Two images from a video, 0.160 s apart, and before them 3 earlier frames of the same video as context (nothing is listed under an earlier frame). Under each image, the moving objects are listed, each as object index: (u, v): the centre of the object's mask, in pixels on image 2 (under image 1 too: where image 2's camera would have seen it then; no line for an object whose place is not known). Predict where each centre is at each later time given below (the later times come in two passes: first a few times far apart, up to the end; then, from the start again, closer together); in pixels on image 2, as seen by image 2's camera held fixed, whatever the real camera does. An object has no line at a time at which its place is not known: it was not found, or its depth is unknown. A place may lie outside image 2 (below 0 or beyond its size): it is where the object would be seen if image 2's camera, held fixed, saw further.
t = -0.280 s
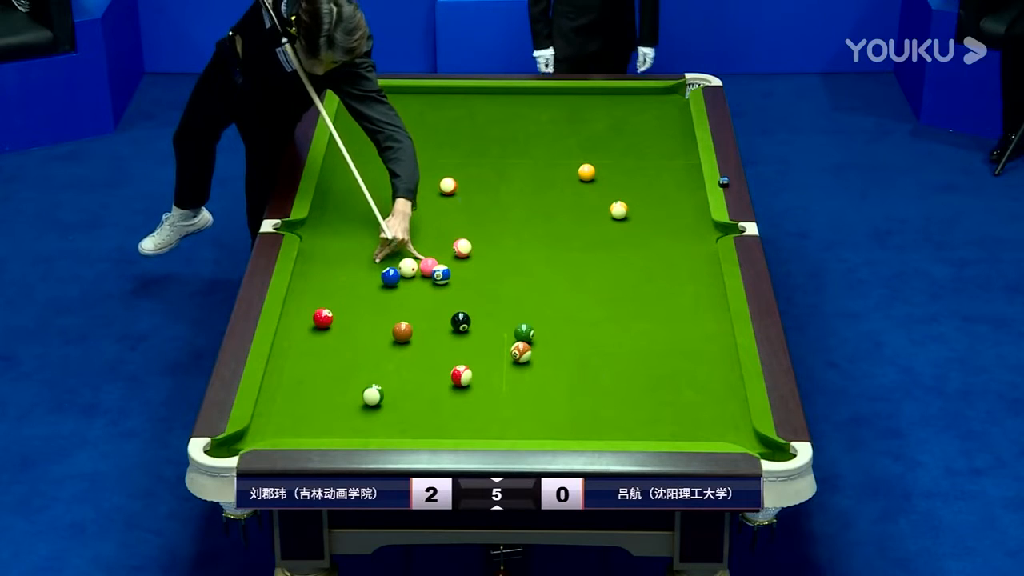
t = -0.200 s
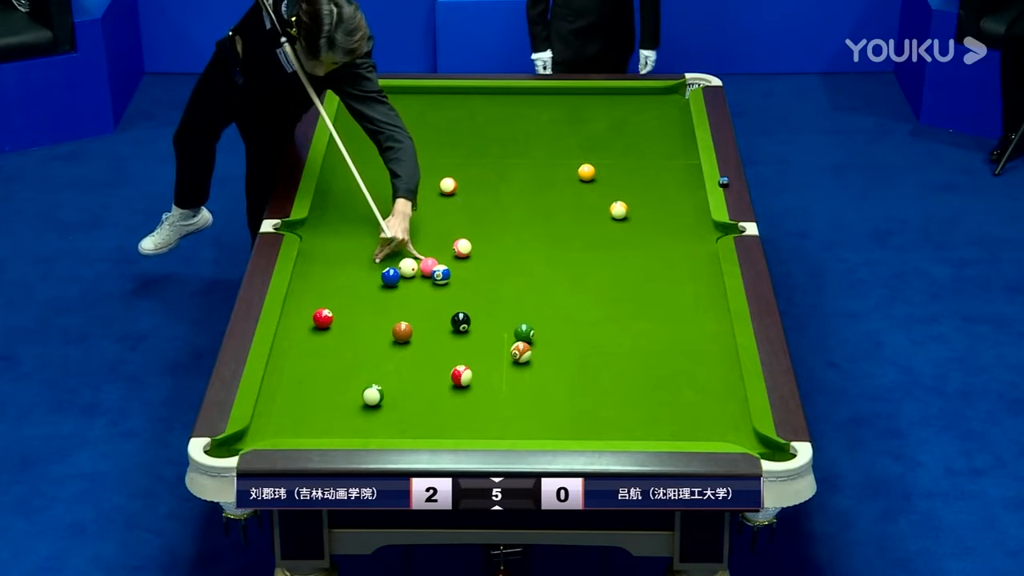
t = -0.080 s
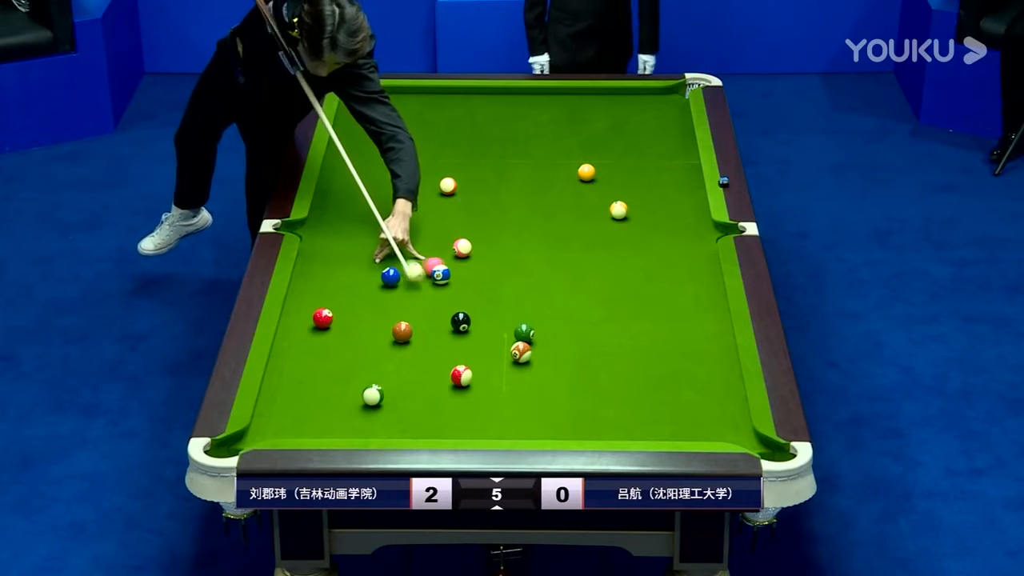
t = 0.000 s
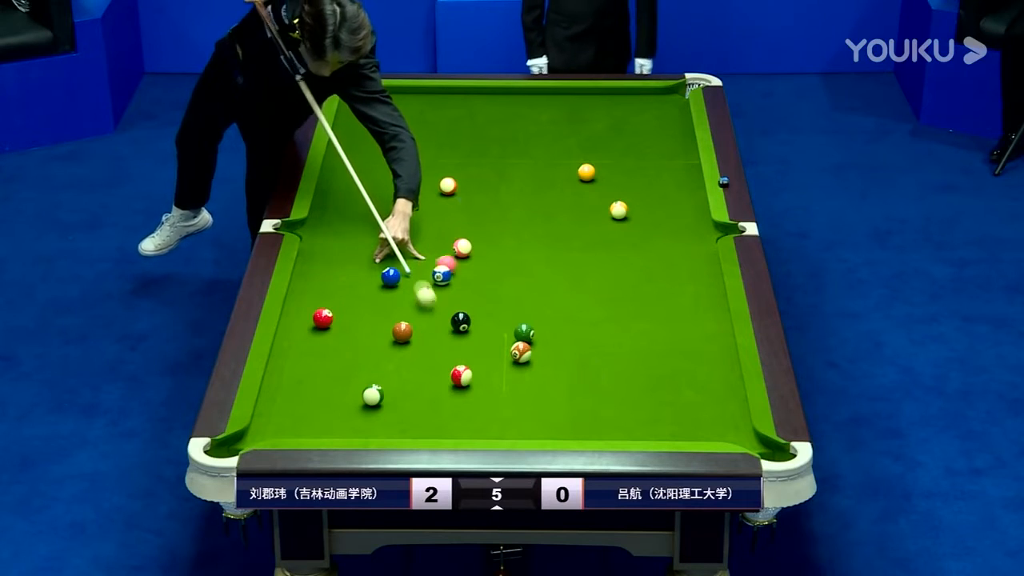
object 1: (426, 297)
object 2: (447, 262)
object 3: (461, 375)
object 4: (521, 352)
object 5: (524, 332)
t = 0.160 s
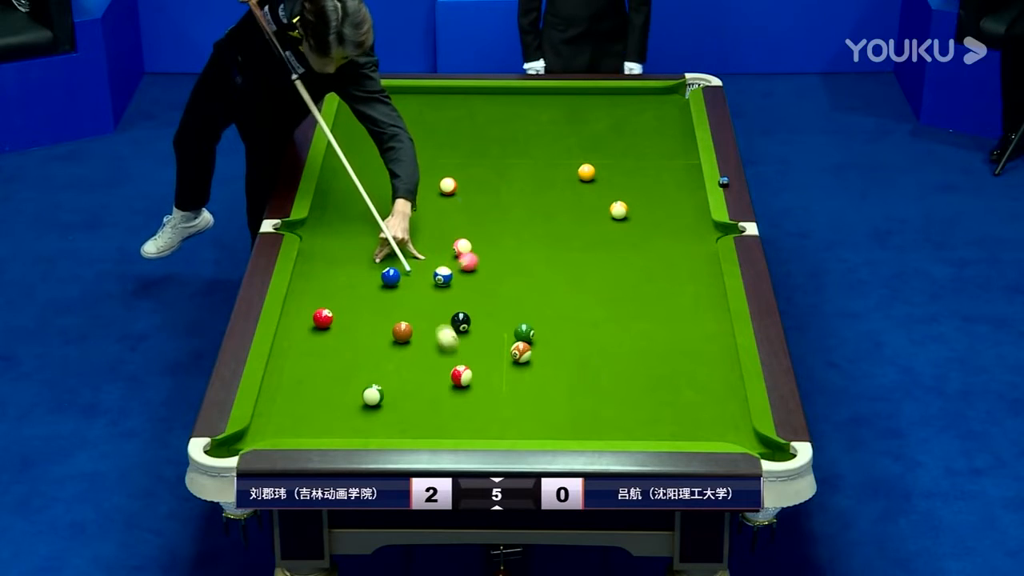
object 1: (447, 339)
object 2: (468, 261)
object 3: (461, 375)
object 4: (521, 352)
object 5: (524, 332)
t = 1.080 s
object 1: (468, 370)
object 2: (577, 245)
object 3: (501, 390)
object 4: (521, 352)
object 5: (524, 332)
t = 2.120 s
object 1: (468, 370)
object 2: (671, 231)
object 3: (516, 351)
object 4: (542, 337)
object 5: (521, 320)
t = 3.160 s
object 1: (468, 370)
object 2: (702, 231)
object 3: (516, 348)
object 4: (553, 332)
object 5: (519, 306)
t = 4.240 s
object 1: (469, 370)
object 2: (696, 236)
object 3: (516, 348)
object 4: (553, 332)
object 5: (518, 304)
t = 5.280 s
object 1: (468, 370)
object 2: (697, 236)
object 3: (516, 348)
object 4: (553, 332)
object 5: (518, 305)
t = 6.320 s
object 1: (468, 370)
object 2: (696, 236)
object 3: (516, 348)
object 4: (553, 332)
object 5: (518, 305)
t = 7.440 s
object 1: (469, 370)
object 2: (696, 236)
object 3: (516, 348)
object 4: (553, 332)
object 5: (518, 304)
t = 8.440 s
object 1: (469, 370)
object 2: (697, 236)
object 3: (516, 348)
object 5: (518, 305)
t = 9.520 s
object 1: (468, 370)
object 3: (516, 348)
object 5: (518, 304)
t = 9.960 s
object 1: (468, 370)
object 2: (697, 236)
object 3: (516, 348)
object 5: (518, 304)
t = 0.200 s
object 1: (452, 348)
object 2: (473, 261)
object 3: (461, 375)
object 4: (521, 352)
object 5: (524, 332)
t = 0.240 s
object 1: (456, 357)
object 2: (479, 260)
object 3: (461, 375)
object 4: (521, 352)
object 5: (524, 332)
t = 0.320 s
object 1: (460, 365)
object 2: (489, 258)
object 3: (464, 386)
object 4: (521, 352)
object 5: (524, 332)
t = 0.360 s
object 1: (461, 366)
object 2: (494, 257)
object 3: (466, 394)
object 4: (521, 352)
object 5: (524, 332)
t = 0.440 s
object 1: (462, 367)
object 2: (504, 256)
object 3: (469, 407)
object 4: (521, 352)
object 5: (524, 332)
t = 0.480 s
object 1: (463, 367)
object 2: (509, 255)
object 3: (471, 414)
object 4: (521, 352)
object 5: (524, 332)
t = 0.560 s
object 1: (464, 368)
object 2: (519, 254)
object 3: (475, 426)
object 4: (521, 352)
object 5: (524, 332)
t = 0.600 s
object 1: (464, 368)
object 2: (524, 253)
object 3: (476, 431)
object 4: (521, 352)
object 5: (524, 332)
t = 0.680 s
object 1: (465, 369)
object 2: (533, 251)
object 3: (481, 429)
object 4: (521, 352)
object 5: (524, 332)
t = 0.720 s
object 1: (466, 369)
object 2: (538, 251)
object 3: (483, 426)
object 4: (521, 352)
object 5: (524, 332)
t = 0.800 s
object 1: (467, 370)
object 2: (547, 249)
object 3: (487, 417)
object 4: (521, 352)
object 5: (524, 332)
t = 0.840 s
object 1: (467, 370)
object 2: (551, 249)
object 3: (489, 414)
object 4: (521, 352)
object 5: (524, 332)
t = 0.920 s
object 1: (468, 370)
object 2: (560, 247)
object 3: (493, 405)
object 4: (521, 352)
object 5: (524, 332)
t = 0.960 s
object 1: (468, 370)
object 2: (565, 247)
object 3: (495, 401)
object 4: (521, 352)
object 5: (524, 332)
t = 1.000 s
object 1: (468, 370)
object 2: (569, 246)
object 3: (497, 398)
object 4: (521, 352)
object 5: (524, 332)
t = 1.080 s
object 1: (468, 370)
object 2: (577, 245)
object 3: (501, 390)
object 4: (521, 352)
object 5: (524, 332)
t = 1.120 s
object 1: (469, 370)
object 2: (581, 244)
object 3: (503, 386)
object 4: (521, 352)
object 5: (524, 332)
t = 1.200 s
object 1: (469, 370)
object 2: (590, 243)
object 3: (506, 379)
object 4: (521, 352)
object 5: (524, 332)
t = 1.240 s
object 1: (469, 370)
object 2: (594, 242)
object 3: (508, 375)
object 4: (521, 352)
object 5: (524, 332)
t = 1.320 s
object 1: (469, 370)
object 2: (602, 241)
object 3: (512, 369)
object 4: (521, 351)
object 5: (524, 332)
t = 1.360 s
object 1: (468, 370)
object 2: (605, 241)
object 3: (513, 365)
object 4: (522, 350)
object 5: (524, 332)
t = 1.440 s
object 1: (468, 370)
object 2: (613, 239)
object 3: (515, 361)
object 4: (523, 348)
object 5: (524, 332)
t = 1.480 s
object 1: (468, 370)
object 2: (617, 239)
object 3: (515, 360)
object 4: (524, 346)
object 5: (524, 331)
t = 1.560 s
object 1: (469, 370)
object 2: (624, 238)
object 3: (515, 359)
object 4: (526, 343)
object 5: (523, 329)
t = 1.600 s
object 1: (469, 370)
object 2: (628, 237)
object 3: (515, 358)
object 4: (527, 342)
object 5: (523, 329)
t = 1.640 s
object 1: (469, 370)
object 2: (632, 237)
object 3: (515, 357)
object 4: (529, 341)
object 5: (522, 328)
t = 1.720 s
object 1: (469, 370)
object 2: (638, 236)
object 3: (516, 356)
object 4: (531, 341)
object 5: (522, 327)
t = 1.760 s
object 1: (468, 370)
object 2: (642, 235)
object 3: (516, 355)
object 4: (533, 340)
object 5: (522, 327)
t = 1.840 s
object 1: (469, 370)
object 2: (649, 234)
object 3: (516, 354)
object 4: (535, 339)
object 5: (522, 326)
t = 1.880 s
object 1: (468, 370)
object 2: (652, 234)
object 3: (516, 354)
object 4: (536, 339)
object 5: (522, 325)
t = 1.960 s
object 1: (469, 370)
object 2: (658, 233)
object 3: (516, 353)
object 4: (538, 338)
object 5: (522, 324)
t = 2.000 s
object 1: (469, 370)
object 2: (661, 232)
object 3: (516, 352)
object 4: (539, 338)
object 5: (522, 322)
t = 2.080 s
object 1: (468, 370)
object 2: (668, 231)
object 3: (516, 352)
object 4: (541, 337)
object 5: (522, 321)
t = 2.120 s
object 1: (468, 370)
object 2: (671, 231)
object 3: (516, 351)
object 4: (542, 337)
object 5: (521, 320)
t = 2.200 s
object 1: (469, 370)
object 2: (677, 230)
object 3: (516, 350)
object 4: (544, 336)
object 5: (521, 318)
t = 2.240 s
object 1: (468, 370)
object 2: (680, 229)
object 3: (516, 350)
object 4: (545, 336)
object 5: (521, 317)
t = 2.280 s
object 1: (468, 370)
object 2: (683, 229)
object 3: (516, 350)
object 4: (546, 335)
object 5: (521, 316)
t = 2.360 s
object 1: (468, 370)
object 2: (688, 228)
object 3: (516, 349)
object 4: (547, 335)
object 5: (520, 315)
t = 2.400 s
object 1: (468, 370)
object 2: (691, 228)
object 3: (516, 349)
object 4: (548, 335)
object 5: (520, 314)
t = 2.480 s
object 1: (468, 370)
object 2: (696, 227)
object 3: (516, 348)
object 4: (549, 334)
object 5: (520, 313)
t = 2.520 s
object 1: (468, 370)
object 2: (699, 227)
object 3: (516, 348)
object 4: (549, 334)
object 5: (520, 312)
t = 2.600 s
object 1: (468, 370)
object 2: (704, 226)
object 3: (516, 348)
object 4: (550, 334)
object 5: (519, 311)
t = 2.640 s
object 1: (469, 370)
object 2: (707, 226)
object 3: (516, 347)
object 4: (551, 334)
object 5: (519, 311)
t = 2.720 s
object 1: (468, 370)
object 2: (709, 226)
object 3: (516, 347)
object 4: (552, 333)
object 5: (519, 309)
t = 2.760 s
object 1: (468, 370)
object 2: (709, 226)
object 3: (516, 347)
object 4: (552, 333)
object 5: (519, 309)
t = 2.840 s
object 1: (469, 370)
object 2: (707, 227)
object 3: (516, 347)
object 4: (552, 333)
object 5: (519, 308)
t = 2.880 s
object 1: (468, 370)
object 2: (706, 227)
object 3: (516, 347)
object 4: (553, 333)
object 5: (519, 308)
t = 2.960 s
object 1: (468, 370)
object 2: (705, 228)
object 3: (516, 348)
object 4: (553, 333)
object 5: (519, 307)
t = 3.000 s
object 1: (468, 370)
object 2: (705, 229)
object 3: (516, 347)
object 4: (553, 333)
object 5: (519, 307)
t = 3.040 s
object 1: (469, 370)
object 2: (704, 229)
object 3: (516, 348)
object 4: (553, 333)
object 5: (519, 307)
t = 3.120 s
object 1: (468, 370)
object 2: (703, 230)
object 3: (516, 348)
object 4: (553, 332)
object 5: (519, 306)
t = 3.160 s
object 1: (468, 370)
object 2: (702, 231)
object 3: (516, 348)
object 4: (553, 332)
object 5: (519, 306)
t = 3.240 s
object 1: (469, 370)
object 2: (701, 231)
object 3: (516, 348)
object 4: (553, 332)
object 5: (518, 305)
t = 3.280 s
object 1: (468, 370)
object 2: (701, 232)
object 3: (516, 348)
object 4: (553, 332)
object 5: (518, 305)
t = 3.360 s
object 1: (468, 370)
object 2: (700, 232)
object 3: (516, 348)
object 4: (553, 332)
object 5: (518, 305)
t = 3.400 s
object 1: (469, 370)
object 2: (699, 233)
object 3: (516, 348)
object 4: (553, 332)
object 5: (518, 304)
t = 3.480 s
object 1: (469, 370)
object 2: (699, 233)
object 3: (516, 348)
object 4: (553, 332)
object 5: (518, 304)
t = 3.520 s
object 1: (469, 370)
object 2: (699, 234)
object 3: (516, 348)
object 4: (553, 332)
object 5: (518, 304)
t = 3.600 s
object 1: (469, 370)
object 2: (698, 234)
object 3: (516, 348)
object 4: (553, 332)
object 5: (518, 304)
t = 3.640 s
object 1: (469, 370)
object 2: (698, 234)
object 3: (516, 348)
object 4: (553, 332)
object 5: (518, 304)
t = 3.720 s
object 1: (469, 370)
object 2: (698, 235)
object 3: (516, 348)
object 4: (553, 332)
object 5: (518, 304)
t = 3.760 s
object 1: (469, 370)
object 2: (697, 235)
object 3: (516, 348)
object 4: (553, 332)
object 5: (518, 304)
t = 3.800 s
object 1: (469, 370)
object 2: (697, 235)
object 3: (516, 348)
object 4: (553, 332)
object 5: (518, 304)
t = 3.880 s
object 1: (469, 370)
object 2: (697, 235)
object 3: (516, 348)
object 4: (553, 332)
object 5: (518, 304)
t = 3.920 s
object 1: (469, 370)
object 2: (697, 236)
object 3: (516, 348)
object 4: (553, 332)
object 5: (518, 304)
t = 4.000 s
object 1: (469, 370)
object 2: (697, 236)
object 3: (516, 348)
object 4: (553, 332)
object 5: (518, 304)
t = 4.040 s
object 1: (469, 370)
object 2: (697, 236)
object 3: (516, 348)
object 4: (553, 332)
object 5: (518, 304)
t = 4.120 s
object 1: (469, 370)
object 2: (697, 236)
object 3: (516, 348)
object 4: (553, 332)
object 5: (518, 304)
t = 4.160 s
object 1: (468, 370)
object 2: (697, 236)
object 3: (516, 348)
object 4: (553, 332)
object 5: (518, 304)
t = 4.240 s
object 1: (469, 370)
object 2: (696, 236)
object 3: (516, 348)
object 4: (553, 332)
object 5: (518, 304)
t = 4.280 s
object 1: (468, 370)
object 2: (696, 236)
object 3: (516, 348)
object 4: (553, 332)
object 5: (518, 304)
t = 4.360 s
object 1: (468, 370)
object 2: (696, 236)
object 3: (516, 348)
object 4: (553, 332)
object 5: (518, 304)
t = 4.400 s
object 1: (468, 370)
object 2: (696, 236)
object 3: (516, 348)
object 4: (553, 332)
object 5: (518, 304)
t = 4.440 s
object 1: (468, 370)
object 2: (696, 236)
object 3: (516, 348)
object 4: (553, 332)
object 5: (518, 304)
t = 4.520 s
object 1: (468, 370)
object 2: (696, 236)
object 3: (516, 348)
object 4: (553, 332)
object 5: (518, 304)
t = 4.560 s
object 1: (468, 370)
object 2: (696, 236)
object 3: (516, 348)
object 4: (553, 332)
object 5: (518, 304)
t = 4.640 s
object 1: (468, 370)
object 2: (696, 236)
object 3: (516, 348)
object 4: (553, 332)
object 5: (518, 305)
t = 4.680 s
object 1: (468, 370)
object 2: (696, 236)
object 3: (516, 348)
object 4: (553, 332)
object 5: (518, 305)
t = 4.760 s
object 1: (468, 370)
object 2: (697, 236)
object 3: (516, 348)
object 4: (553, 332)
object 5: (518, 305)
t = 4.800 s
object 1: (468, 370)
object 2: (696, 236)
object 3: (516, 348)
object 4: (553, 332)
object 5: (518, 305)
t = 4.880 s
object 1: (468, 370)
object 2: (696, 236)
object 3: (516, 348)
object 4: (553, 332)
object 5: (518, 305)
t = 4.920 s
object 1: (468, 370)
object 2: (696, 236)
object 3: (516, 347)
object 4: (553, 332)
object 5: (518, 305)
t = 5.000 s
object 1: (468, 370)
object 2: (696, 236)
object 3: (516, 347)
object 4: (553, 332)
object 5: (518, 305)
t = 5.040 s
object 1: (468, 370)
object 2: (696, 236)
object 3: (516, 348)
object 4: (553, 332)
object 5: (518, 305)
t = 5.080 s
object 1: (468, 370)
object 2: (696, 236)
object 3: (516, 347)
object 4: (553, 332)
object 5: (518, 305)
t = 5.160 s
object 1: (468, 370)
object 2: (696, 236)
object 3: (516, 348)
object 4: (553, 332)
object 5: (518, 305)
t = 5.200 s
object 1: (468, 370)
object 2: (696, 236)
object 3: (516, 348)
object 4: (553, 332)
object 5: (518, 305)
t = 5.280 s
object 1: (468, 370)
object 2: (697, 236)
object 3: (516, 348)
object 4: (553, 332)
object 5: (518, 305)
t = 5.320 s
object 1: (468, 370)
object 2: (696, 236)
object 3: (516, 348)
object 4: (553, 332)
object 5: (518, 305)
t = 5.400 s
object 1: (468, 370)
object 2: (696, 236)
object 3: (516, 347)
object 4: (553, 332)
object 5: (518, 304)
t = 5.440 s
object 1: (468, 370)
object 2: (696, 236)
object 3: (516, 348)
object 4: (553, 332)
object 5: (518, 304)
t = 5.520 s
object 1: (468, 370)
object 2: (696, 236)
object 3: (516, 348)
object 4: (553, 332)
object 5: (518, 305)
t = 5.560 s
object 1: (468, 370)
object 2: (696, 236)
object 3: (516, 348)
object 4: (553, 332)
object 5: (518, 305)
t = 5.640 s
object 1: (468, 370)
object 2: (696, 236)
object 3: (516, 348)
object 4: (553, 332)
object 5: (518, 304)
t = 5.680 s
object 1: (468, 370)
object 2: (696, 236)
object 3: (516, 347)
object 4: (553, 332)
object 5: (518, 304)
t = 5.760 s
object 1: (468, 370)
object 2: (696, 236)
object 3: (516, 348)
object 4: (553, 332)
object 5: (518, 304)
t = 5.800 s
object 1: (468, 370)
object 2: (696, 236)
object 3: (516, 348)
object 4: (553, 332)
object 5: (518, 304)
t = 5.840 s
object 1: (468, 370)
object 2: (696, 236)
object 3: (516, 348)
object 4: (553, 332)
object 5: (518, 304)
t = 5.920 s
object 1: (468, 370)
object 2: (696, 236)
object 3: (516, 348)
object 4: (553, 332)
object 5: (518, 304)
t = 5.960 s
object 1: (468, 370)
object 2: (696, 236)
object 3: (516, 348)
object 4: (553, 332)
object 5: (518, 304)
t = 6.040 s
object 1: (468, 370)
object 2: (696, 236)
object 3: (516, 348)
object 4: (553, 332)
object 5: (518, 304)
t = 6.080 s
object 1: (468, 370)
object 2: (696, 236)
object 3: (516, 348)
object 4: (553, 332)
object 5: (518, 304)
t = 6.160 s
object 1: (468, 370)
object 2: (696, 236)
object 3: (516, 348)
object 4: (553, 332)
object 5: (518, 304)
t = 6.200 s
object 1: (468, 370)
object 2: (696, 236)
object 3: (516, 348)
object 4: (553, 332)
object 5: (518, 305)
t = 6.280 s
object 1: (468, 370)
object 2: (696, 236)
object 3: (516, 348)
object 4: (553, 332)
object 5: (518, 305)
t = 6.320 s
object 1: (468, 370)
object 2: (696, 236)
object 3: (516, 348)
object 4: (553, 332)
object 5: (518, 305)
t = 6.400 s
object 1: (468, 370)
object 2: (696, 236)
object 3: (516, 348)
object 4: (553, 332)
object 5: (518, 305)
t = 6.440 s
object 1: (469, 370)
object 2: (696, 236)
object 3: (516, 348)
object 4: (553, 332)
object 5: (518, 305)
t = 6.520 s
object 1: (468, 370)
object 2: (696, 236)
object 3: (516, 348)
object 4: (553, 332)
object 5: (518, 305)
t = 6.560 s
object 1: (469, 370)
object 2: (696, 236)
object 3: (516, 348)
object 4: (553, 332)
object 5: (518, 305)
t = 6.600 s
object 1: (468, 370)
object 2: (696, 236)
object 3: (516, 348)
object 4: (553, 332)
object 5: (518, 305)
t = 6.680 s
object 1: (468, 370)
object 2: (696, 236)
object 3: (516, 348)
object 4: (553, 332)
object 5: (518, 305)
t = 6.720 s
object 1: (468, 370)
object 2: (696, 236)
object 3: (516, 348)
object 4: (553, 332)
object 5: (518, 305)
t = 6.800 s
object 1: (468, 370)
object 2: (696, 236)
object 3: (516, 348)
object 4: (553, 332)
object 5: (518, 305)
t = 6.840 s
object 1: (468, 370)
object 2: (696, 236)
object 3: (516, 348)
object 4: (553, 332)
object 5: (518, 305)
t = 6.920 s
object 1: (468, 370)
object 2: (696, 236)
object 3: (516, 348)
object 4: (553, 332)
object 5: (518, 305)
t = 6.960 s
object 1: (468, 370)
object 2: (696, 236)
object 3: (516, 348)
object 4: (553, 332)
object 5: (518, 305)
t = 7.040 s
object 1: (468, 370)
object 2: (696, 236)
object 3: (516, 348)
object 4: (553, 332)
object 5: (518, 305)
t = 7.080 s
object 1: (469, 370)
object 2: (697, 236)
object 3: (516, 348)
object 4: (553, 332)
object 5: (518, 305)
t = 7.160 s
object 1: (468, 370)
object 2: (697, 236)
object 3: (516, 348)
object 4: (553, 332)
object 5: (518, 305)
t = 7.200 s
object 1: (468, 370)
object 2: (697, 236)
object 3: (516, 348)
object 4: (553, 332)
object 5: (518, 305)
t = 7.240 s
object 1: (468, 370)
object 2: (697, 236)
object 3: (516, 348)
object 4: (553, 332)
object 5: (518, 305)
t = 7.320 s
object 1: (468, 370)
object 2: (697, 236)
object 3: (516, 348)
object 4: (553, 332)
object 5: (518, 304)
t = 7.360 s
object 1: (468, 370)
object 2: (697, 236)
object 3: (516, 348)
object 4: (553, 332)
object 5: (518, 305)
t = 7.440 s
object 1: (469, 370)
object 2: (696, 236)
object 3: (516, 348)
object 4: (553, 332)
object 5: (518, 304)
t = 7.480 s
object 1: (469, 370)
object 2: (697, 236)
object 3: (516, 348)
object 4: (553, 332)
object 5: (518, 305)
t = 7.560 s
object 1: (468, 370)
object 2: (697, 236)
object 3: (516, 348)
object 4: (553, 332)
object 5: (518, 304)
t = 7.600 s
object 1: (468, 370)
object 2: (697, 236)
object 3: (516, 348)
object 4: (553, 332)
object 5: (518, 305)
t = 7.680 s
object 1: (469, 370)
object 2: (697, 236)
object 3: (516, 348)
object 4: (553, 332)
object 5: (518, 305)
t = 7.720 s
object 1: (469, 370)
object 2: (697, 236)
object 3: (516, 348)
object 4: (553, 332)
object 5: (518, 304)
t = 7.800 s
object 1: (469, 370)
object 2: (697, 236)
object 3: (516, 348)
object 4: (553, 332)
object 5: (518, 304)
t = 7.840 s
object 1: (469, 370)
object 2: (697, 236)
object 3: (516, 348)
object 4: (553, 332)
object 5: (518, 305)
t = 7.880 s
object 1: (469, 370)
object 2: (697, 236)
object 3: (516, 348)
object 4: (553, 332)
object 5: (518, 305)
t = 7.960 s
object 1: (469, 370)
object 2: (697, 236)
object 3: (516, 348)
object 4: (553, 332)
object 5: (518, 304)
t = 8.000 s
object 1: (469, 370)
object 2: (697, 236)
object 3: (516, 348)
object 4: (553, 332)
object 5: (518, 305)
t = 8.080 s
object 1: (469, 370)
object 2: (696, 236)
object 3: (516, 348)
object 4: (553, 332)
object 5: (518, 305)
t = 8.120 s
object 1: (469, 370)
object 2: (696, 236)
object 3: (516, 348)
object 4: (553, 332)
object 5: (518, 304)
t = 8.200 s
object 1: (469, 370)
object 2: (696, 236)
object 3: (516, 348)
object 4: (553, 332)
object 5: (518, 305)
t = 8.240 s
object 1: (469, 370)
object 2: (697, 236)
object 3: (516, 348)
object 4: (553, 332)
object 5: (518, 305)
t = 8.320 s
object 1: (468, 370)
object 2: (697, 236)
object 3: (516, 348)
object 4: (553, 332)
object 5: (518, 305)
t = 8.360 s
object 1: (469, 370)
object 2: (696, 236)
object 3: (516, 348)
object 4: (553, 332)
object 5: (518, 305)
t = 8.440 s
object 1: (469, 370)
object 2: (697, 236)
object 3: (516, 348)
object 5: (518, 305)
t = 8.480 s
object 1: (469, 370)
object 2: (697, 236)
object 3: (516, 348)
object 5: (518, 305)
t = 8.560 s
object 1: (469, 370)
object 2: (697, 236)
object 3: (516, 348)
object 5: (518, 304)
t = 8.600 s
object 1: (469, 370)
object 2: (696, 236)
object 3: (516, 348)
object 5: (518, 305)
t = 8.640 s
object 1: (469, 370)
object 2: (696, 236)
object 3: (516, 348)
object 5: (518, 305)
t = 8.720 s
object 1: (469, 370)
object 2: (697, 236)
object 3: (516, 348)
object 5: (518, 304)
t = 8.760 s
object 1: (469, 370)
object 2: (697, 236)
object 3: (516, 348)
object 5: (518, 304)
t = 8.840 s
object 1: (469, 370)
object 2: (697, 236)
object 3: (516, 348)
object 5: (518, 304)
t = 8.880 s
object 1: (469, 370)
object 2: (697, 236)
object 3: (516, 348)
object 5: (518, 304)
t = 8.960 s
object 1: (469, 370)
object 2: (697, 236)
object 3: (516, 348)
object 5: (518, 304)
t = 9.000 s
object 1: (469, 370)
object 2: (697, 236)
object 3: (516, 348)
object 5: (518, 304)
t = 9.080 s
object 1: (469, 370)
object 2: (697, 236)
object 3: (516, 348)
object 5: (518, 304)
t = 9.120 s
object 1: (468, 370)
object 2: (697, 236)
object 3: (516, 348)
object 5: (518, 304)
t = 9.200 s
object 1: (469, 370)
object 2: (697, 236)
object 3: (516, 348)
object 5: (518, 304)
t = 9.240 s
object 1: (468, 370)
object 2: (696, 236)
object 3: (516, 348)
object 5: (518, 304)
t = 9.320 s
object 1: (468, 370)
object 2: (696, 235)
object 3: (516, 348)
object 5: (518, 304)
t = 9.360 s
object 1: (468, 370)
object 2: (694, 234)
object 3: (516, 348)
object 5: (518, 304)
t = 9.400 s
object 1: (468, 370)
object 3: (516, 348)
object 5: (518, 304)
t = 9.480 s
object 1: (468, 370)
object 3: (516, 348)
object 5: (518, 304)
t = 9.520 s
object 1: (468, 370)
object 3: (516, 348)
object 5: (518, 304)
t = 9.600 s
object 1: (468, 370)
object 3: (516, 348)
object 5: (518, 304)
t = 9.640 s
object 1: (468, 370)
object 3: (516, 348)
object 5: (518, 304)
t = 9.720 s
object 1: (468, 370)
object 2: (699, 235)
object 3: (516, 348)
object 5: (518, 304)
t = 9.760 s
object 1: (468, 370)
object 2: (697, 236)
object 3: (516, 348)
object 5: (518, 304)
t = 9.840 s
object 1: (468, 370)
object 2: (697, 236)
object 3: (516, 348)
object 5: (518, 304)
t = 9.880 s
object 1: (468, 370)
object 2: (697, 236)
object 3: (516, 348)
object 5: (518, 304)
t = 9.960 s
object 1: (468, 370)
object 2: (697, 236)
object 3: (516, 348)
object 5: (518, 304)
